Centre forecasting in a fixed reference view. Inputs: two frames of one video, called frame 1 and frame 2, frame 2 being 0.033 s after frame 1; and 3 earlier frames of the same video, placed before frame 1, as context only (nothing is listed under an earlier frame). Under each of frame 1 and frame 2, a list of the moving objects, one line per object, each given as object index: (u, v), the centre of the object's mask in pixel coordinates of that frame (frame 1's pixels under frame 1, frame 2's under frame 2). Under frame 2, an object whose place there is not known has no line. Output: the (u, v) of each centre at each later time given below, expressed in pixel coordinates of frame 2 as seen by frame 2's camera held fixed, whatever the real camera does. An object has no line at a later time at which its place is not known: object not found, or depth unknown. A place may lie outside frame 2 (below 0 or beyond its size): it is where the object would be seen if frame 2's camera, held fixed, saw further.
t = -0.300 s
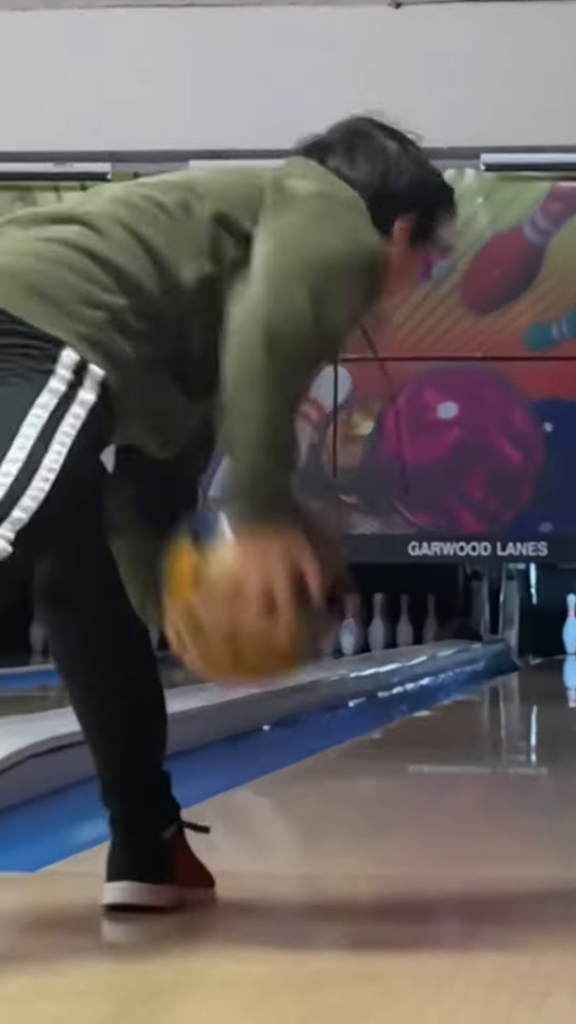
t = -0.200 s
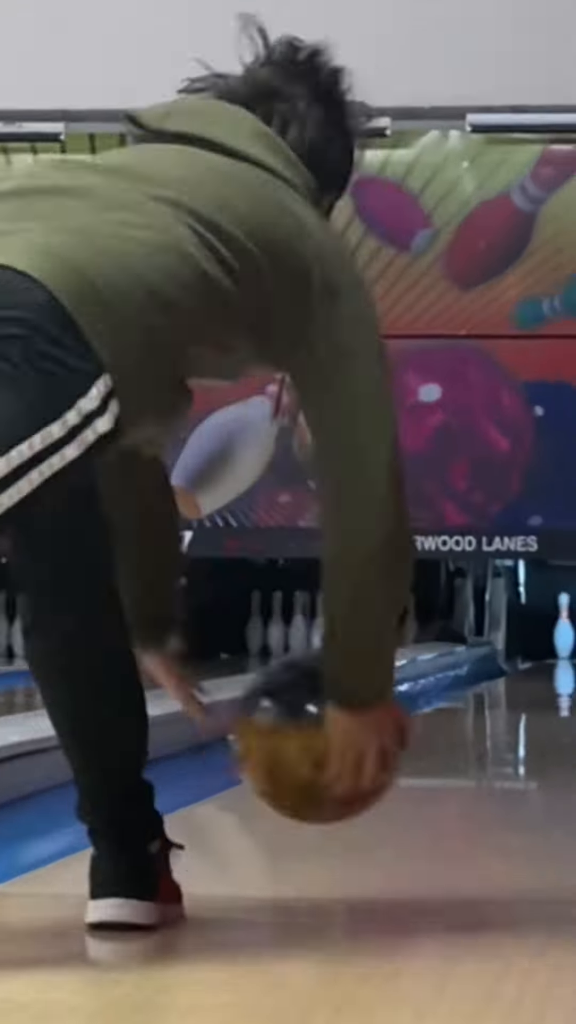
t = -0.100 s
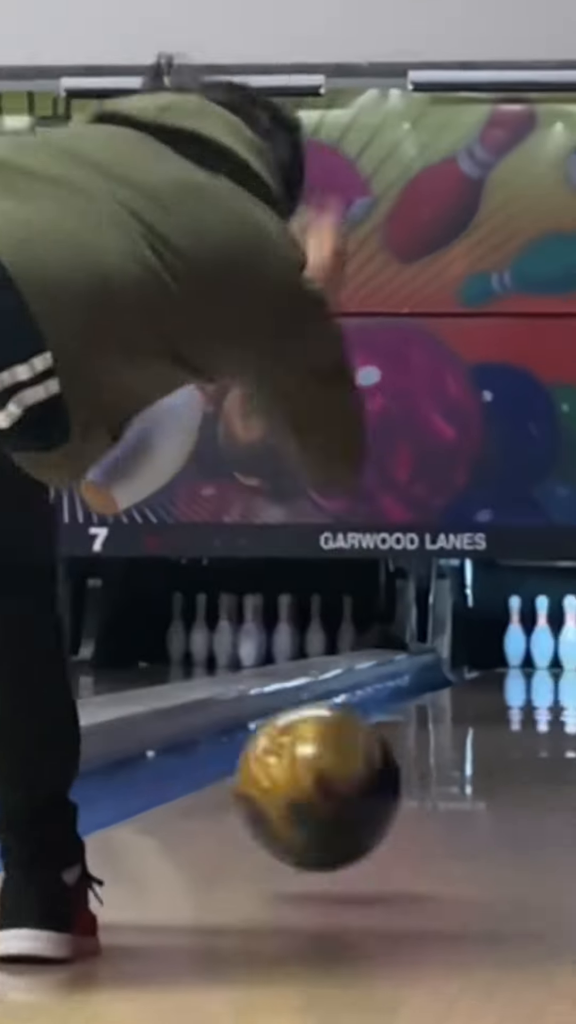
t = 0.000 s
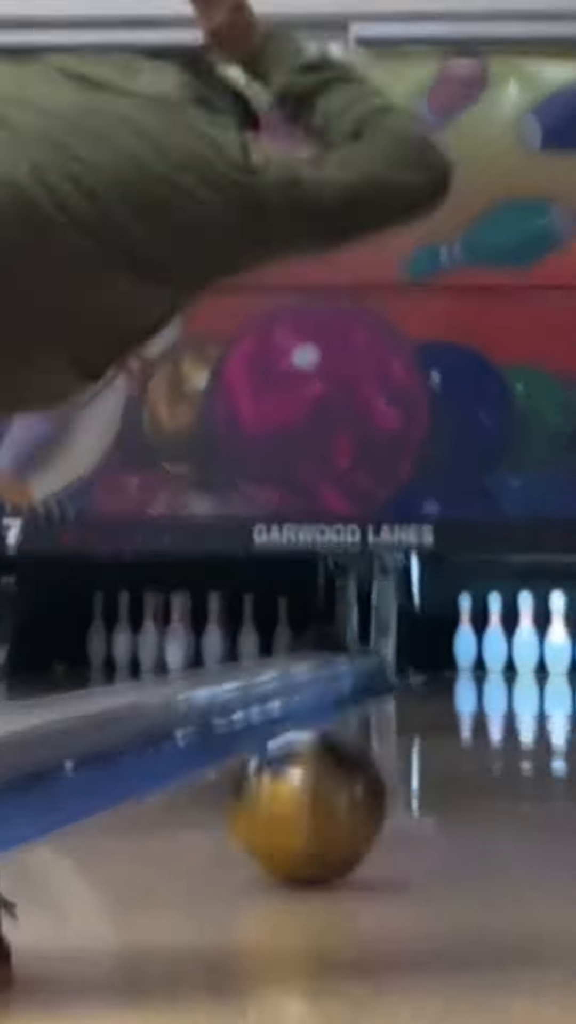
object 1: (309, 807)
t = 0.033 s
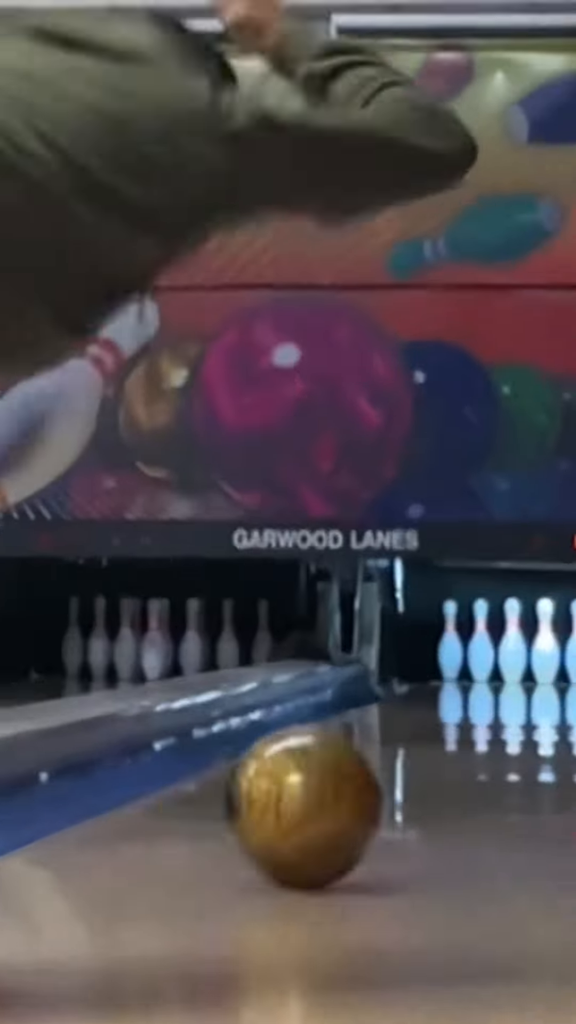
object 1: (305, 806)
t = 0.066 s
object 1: (319, 799)
